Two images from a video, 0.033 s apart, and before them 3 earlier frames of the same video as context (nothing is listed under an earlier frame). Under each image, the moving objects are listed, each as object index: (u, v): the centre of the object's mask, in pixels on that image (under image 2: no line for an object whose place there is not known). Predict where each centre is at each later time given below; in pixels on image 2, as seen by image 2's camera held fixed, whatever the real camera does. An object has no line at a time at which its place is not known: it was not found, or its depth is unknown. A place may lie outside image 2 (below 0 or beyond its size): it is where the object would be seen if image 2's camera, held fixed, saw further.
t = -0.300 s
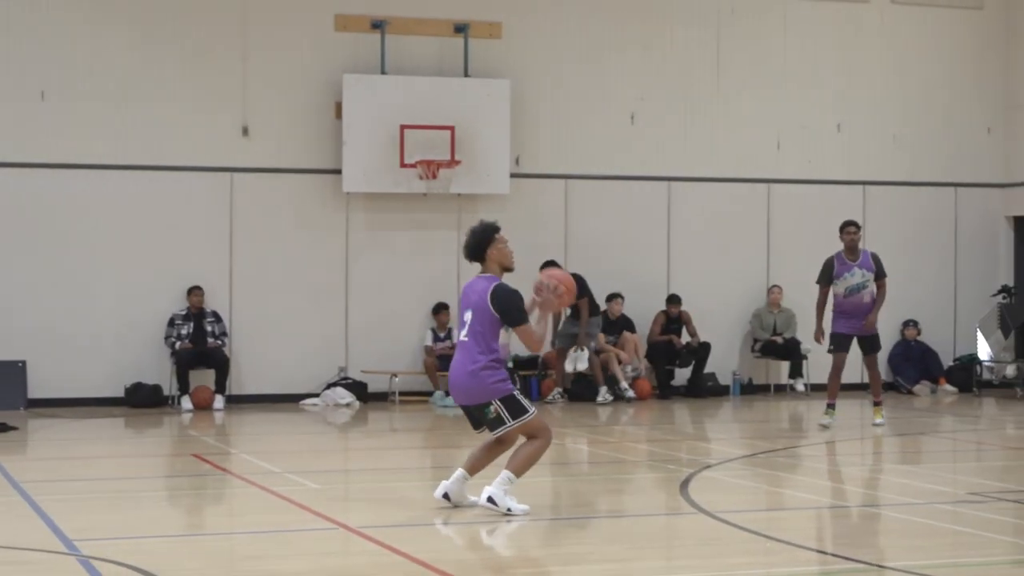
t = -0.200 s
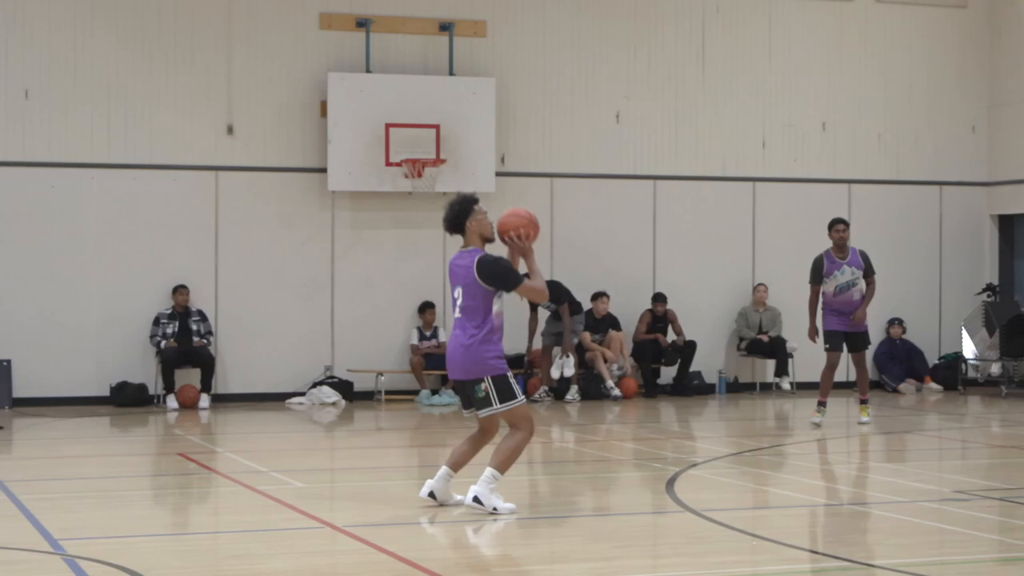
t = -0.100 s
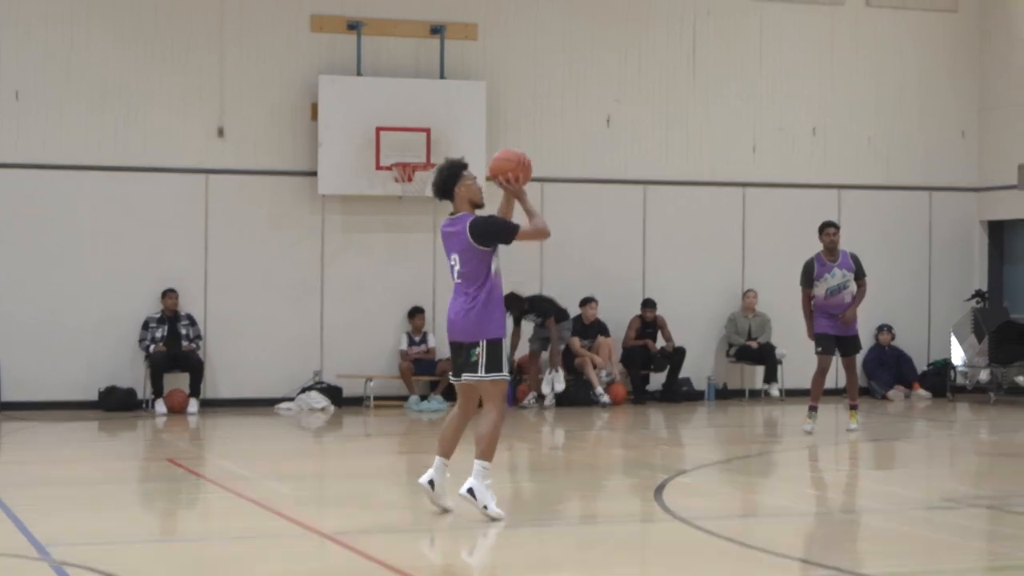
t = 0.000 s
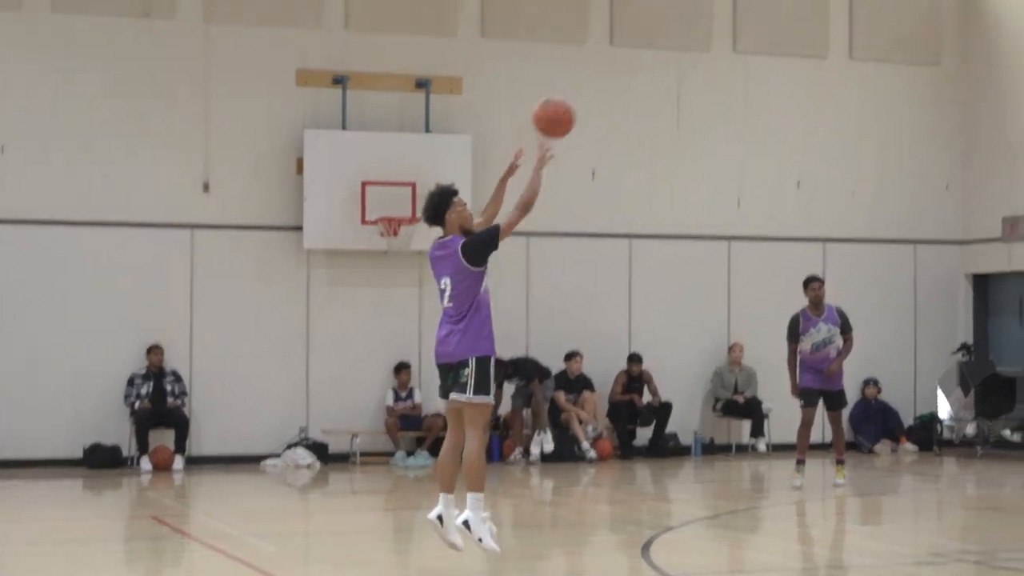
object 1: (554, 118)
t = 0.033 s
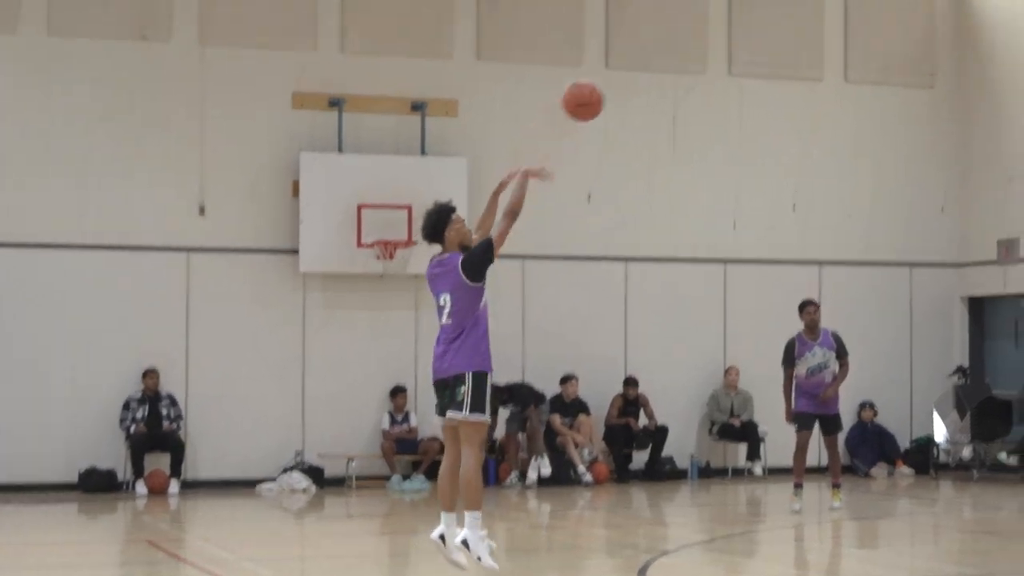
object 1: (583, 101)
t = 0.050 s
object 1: (600, 80)
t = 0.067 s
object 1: (616, 61)
